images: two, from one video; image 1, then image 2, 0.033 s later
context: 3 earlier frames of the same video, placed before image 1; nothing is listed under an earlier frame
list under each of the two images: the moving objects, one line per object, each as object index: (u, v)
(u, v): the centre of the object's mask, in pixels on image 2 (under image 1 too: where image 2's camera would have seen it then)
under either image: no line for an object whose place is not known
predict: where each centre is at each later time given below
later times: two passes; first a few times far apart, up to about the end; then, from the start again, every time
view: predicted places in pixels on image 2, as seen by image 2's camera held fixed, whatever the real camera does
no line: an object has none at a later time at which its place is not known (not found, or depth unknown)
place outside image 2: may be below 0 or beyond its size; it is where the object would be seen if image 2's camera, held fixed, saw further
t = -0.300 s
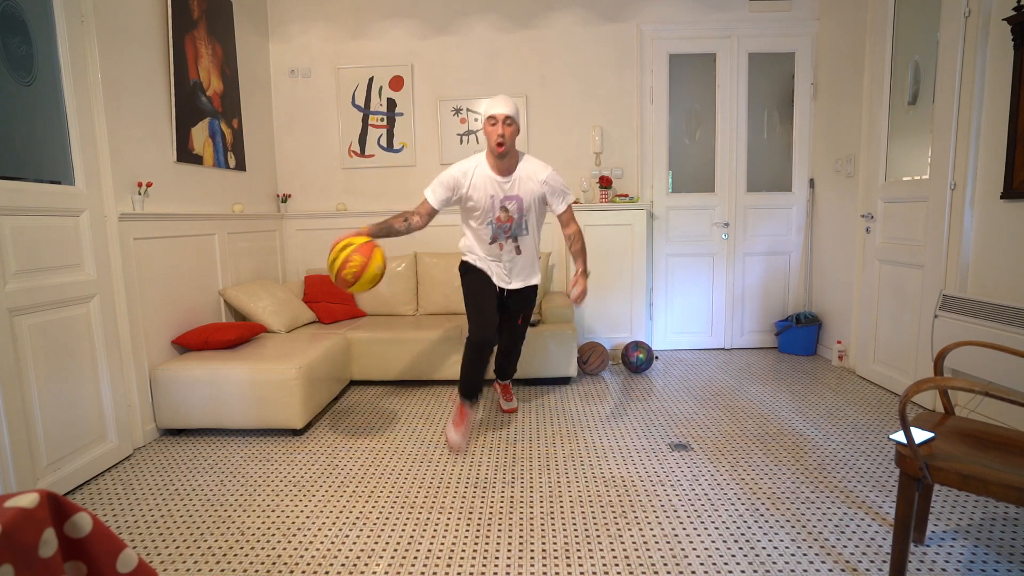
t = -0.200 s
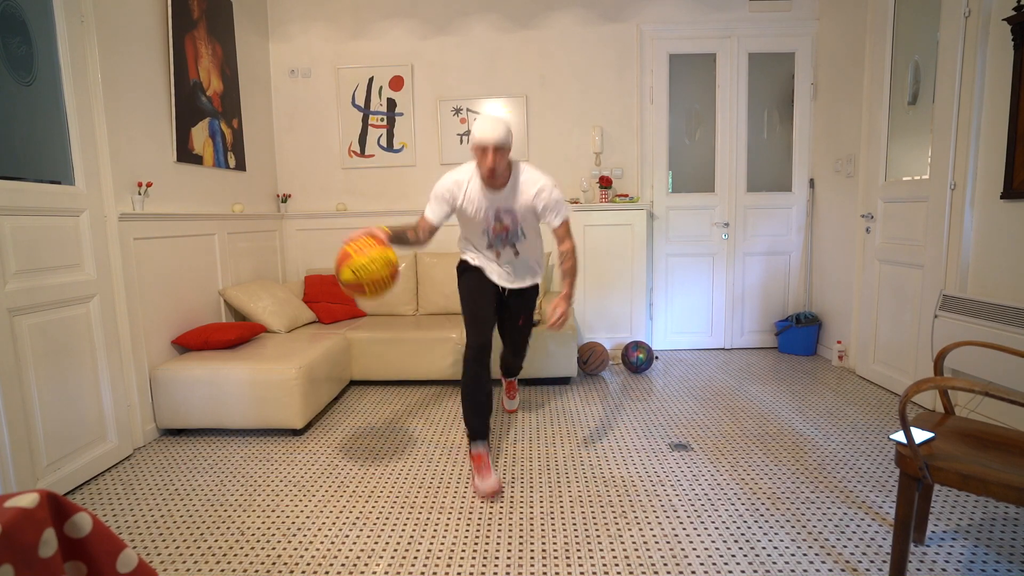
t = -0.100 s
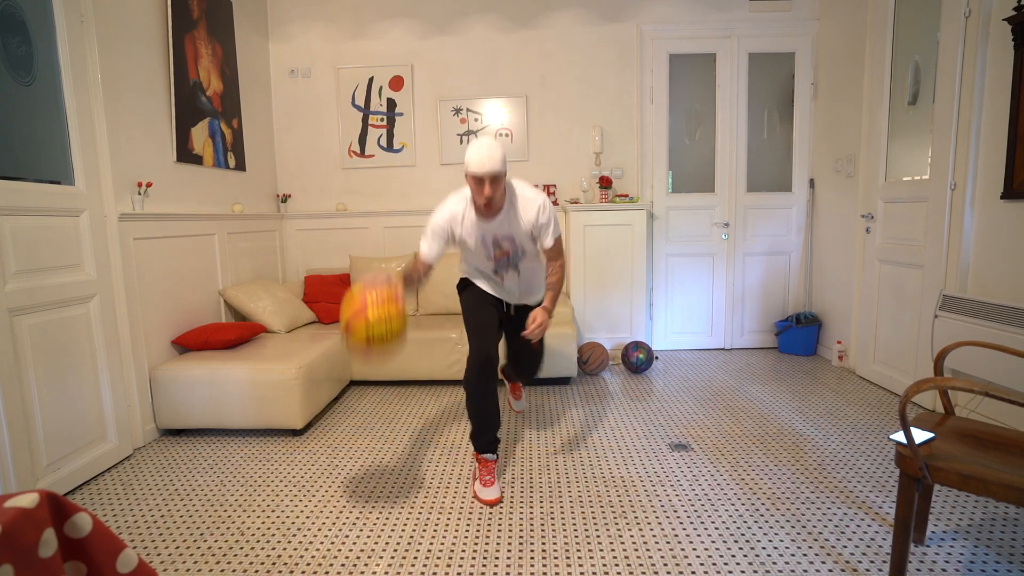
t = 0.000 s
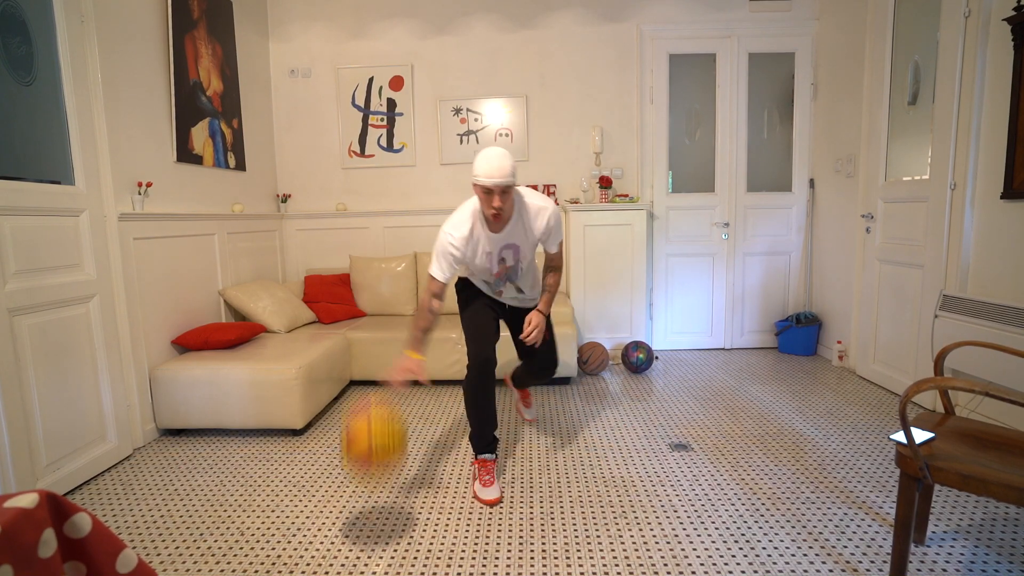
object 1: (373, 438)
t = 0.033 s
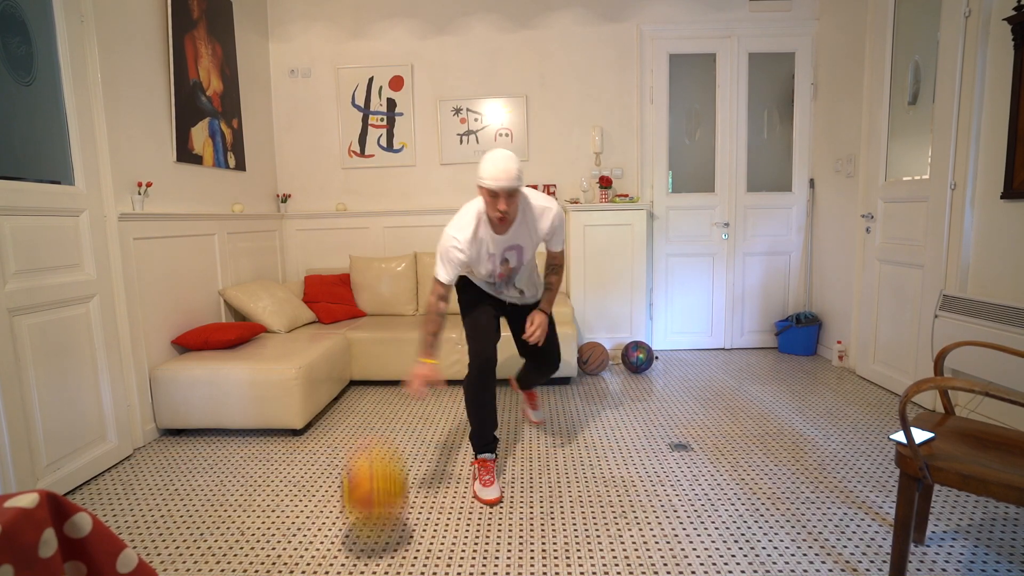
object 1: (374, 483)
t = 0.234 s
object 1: (355, 357)
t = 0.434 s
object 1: (340, 264)
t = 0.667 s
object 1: (331, 296)
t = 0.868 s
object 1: (333, 442)
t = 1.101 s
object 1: (320, 407)
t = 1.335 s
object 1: (306, 362)
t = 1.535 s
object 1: (304, 436)
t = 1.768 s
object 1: (297, 456)
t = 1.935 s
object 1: (288, 419)
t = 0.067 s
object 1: (375, 516)
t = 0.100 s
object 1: (369, 475)
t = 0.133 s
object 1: (365, 442)
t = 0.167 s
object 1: (362, 410)
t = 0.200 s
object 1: (359, 382)
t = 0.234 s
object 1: (355, 357)
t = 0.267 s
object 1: (351, 333)
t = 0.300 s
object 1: (349, 312)
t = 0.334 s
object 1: (346, 296)
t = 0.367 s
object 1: (344, 283)
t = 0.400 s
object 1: (342, 272)
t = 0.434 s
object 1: (340, 264)
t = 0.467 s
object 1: (338, 259)
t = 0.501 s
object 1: (336, 257)
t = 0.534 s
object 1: (335, 259)
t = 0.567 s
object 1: (333, 264)
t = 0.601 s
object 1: (332, 272)
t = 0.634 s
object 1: (332, 283)
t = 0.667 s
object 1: (331, 296)
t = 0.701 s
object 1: (331, 313)
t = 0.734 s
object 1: (330, 335)
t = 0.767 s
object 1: (331, 358)
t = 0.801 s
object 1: (331, 381)
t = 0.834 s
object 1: (332, 409)
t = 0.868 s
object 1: (333, 442)
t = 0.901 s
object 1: (334, 475)
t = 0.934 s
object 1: (336, 515)
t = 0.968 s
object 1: (333, 498)
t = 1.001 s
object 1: (330, 471)
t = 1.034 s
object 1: (326, 446)
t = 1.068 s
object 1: (322, 426)
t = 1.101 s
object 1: (320, 407)
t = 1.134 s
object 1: (317, 393)
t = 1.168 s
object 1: (315, 381)
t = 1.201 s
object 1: (313, 371)
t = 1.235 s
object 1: (310, 364)
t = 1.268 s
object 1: (309, 360)
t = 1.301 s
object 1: (307, 360)
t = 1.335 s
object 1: (306, 362)
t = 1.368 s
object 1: (305, 367)
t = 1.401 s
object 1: (305, 376)
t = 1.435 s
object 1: (304, 386)
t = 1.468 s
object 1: (303, 400)
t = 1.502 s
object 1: (304, 417)
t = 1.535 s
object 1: (304, 436)
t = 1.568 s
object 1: (305, 459)
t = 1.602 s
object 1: (305, 484)
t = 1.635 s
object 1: (307, 516)
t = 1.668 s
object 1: (305, 514)
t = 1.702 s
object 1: (302, 491)
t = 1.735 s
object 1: (299, 471)
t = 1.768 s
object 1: (297, 456)
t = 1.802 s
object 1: (295, 443)
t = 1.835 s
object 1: (293, 433)
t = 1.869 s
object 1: (291, 425)
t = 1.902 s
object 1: (289, 421)
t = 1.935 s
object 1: (288, 419)
